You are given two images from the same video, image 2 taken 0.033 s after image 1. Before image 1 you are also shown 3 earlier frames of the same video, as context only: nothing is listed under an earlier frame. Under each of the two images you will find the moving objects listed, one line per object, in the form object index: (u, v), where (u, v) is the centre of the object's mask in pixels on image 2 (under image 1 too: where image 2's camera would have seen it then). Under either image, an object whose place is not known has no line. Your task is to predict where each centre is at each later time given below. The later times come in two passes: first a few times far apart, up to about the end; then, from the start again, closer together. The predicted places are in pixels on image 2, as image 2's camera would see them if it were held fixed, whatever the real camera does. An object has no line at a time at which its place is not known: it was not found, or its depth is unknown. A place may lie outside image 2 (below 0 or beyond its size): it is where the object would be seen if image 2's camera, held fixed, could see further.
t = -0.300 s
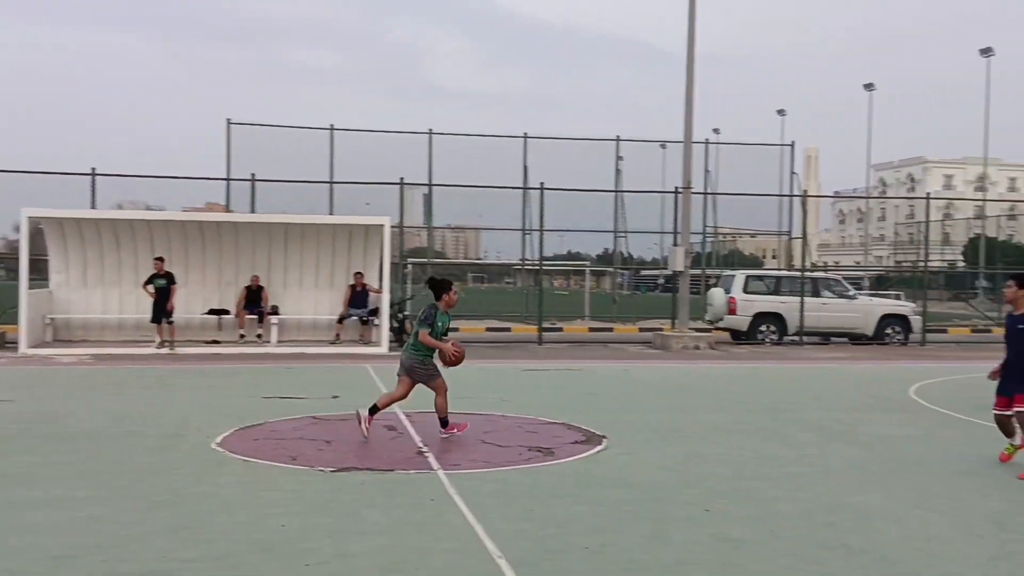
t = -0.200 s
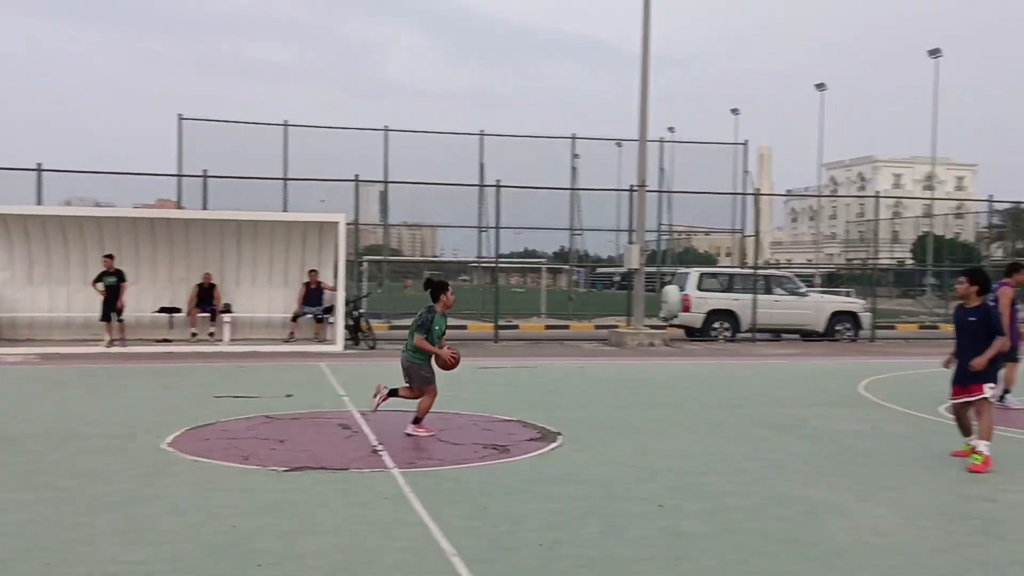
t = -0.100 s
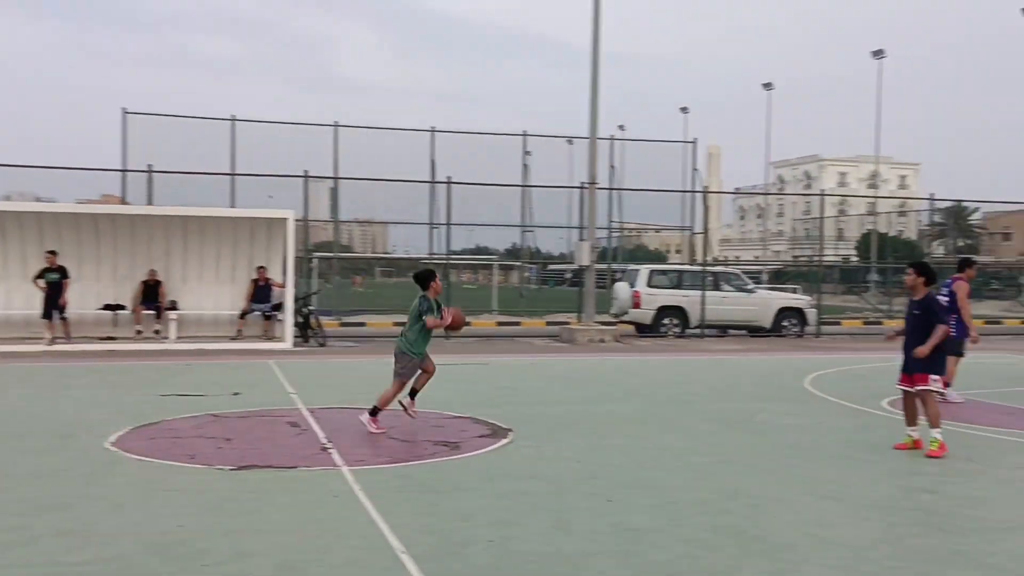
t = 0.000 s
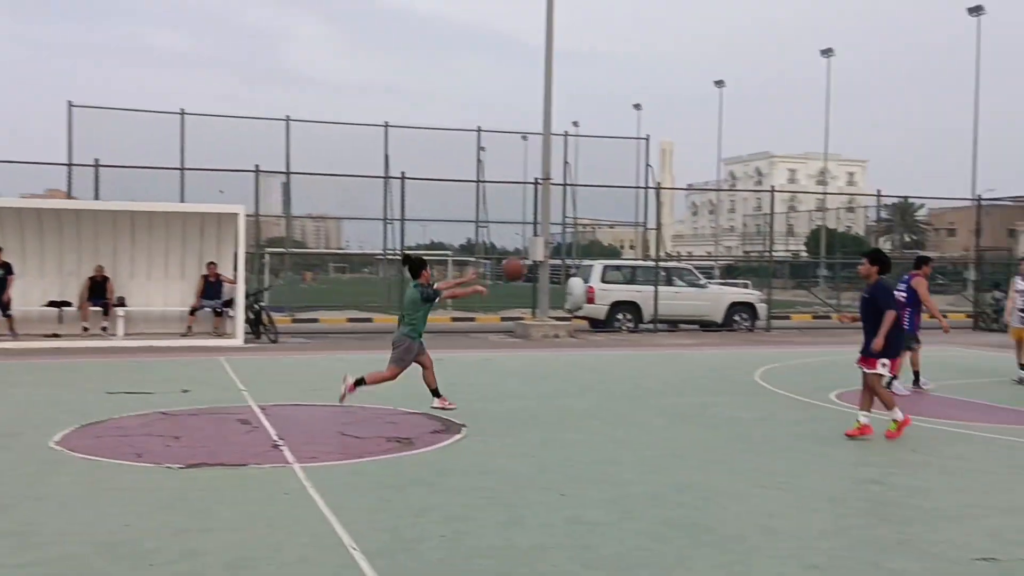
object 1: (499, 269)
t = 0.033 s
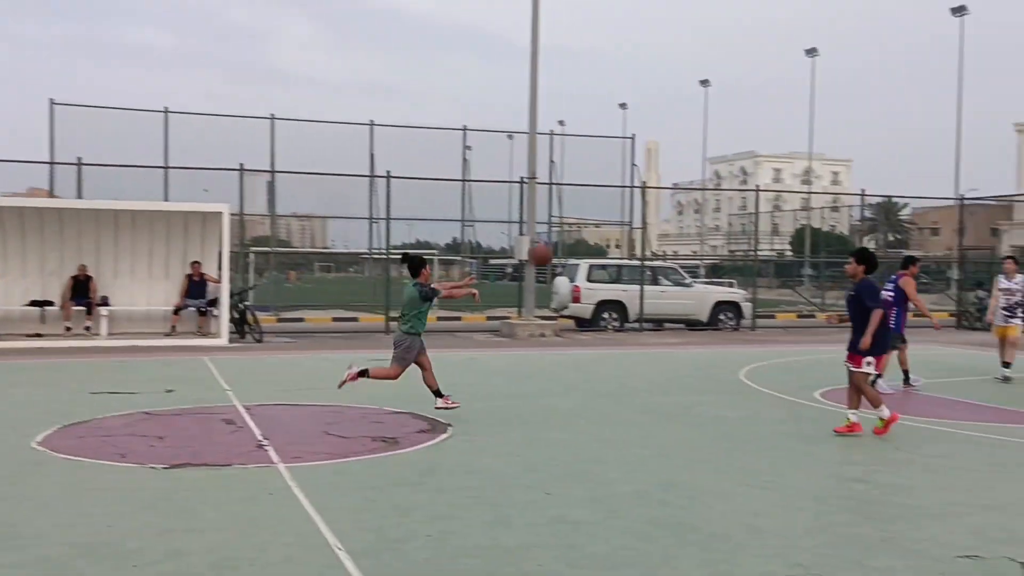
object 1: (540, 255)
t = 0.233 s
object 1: (766, 193)
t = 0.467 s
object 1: (994, 166)
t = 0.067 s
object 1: (580, 242)
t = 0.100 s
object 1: (619, 230)
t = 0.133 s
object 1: (658, 219)
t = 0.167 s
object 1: (694, 209)
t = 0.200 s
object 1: (731, 201)
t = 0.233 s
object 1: (766, 193)
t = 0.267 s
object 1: (801, 186)
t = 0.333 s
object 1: (868, 176)
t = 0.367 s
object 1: (900, 172)
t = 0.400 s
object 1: (932, 169)
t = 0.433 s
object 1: (964, 167)
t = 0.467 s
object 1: (994, 166)
